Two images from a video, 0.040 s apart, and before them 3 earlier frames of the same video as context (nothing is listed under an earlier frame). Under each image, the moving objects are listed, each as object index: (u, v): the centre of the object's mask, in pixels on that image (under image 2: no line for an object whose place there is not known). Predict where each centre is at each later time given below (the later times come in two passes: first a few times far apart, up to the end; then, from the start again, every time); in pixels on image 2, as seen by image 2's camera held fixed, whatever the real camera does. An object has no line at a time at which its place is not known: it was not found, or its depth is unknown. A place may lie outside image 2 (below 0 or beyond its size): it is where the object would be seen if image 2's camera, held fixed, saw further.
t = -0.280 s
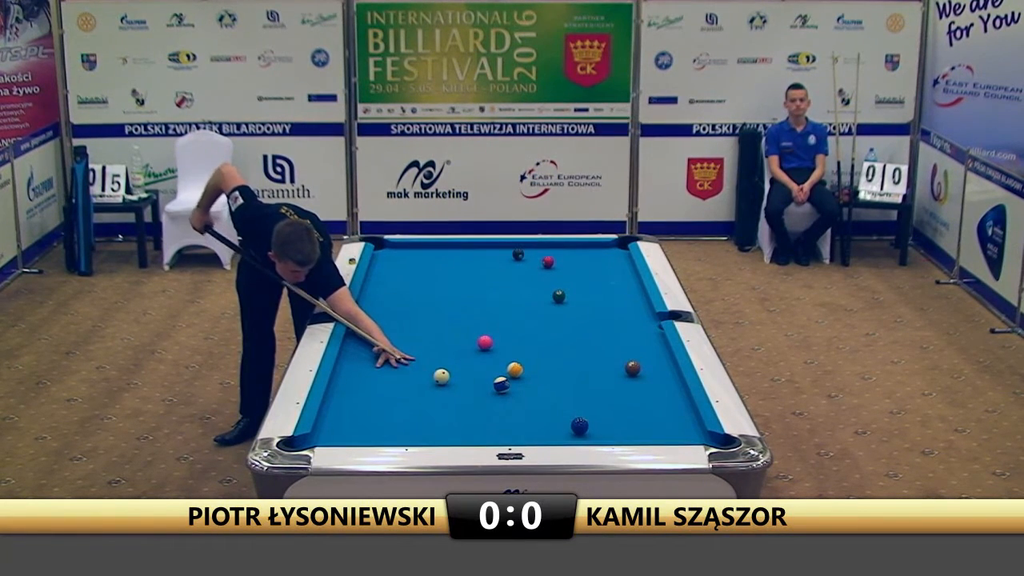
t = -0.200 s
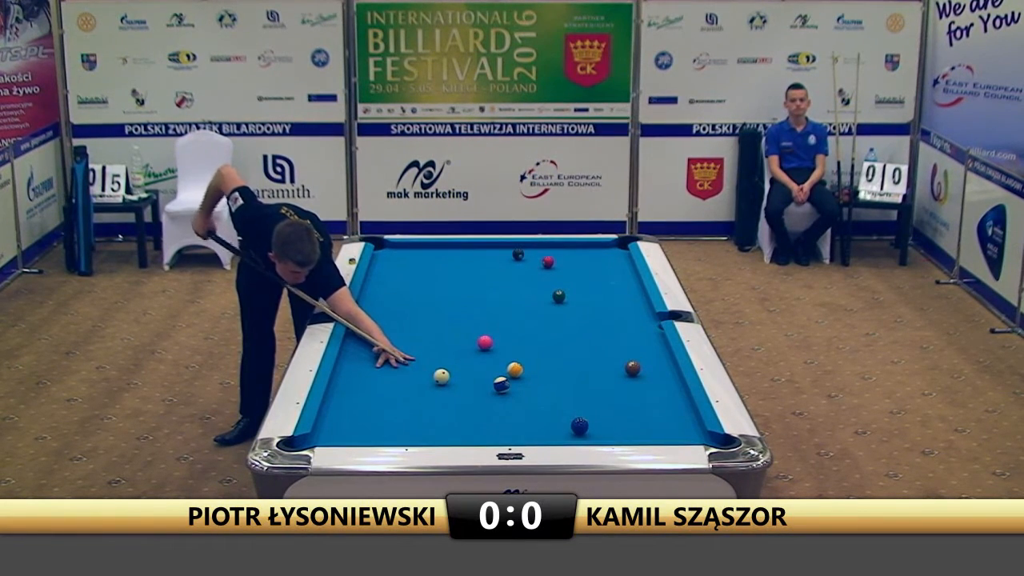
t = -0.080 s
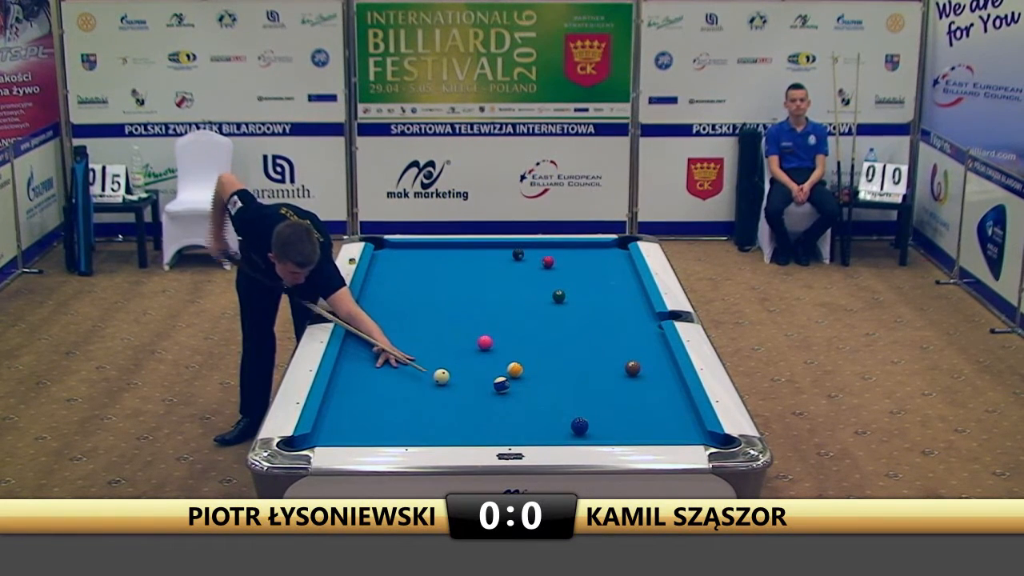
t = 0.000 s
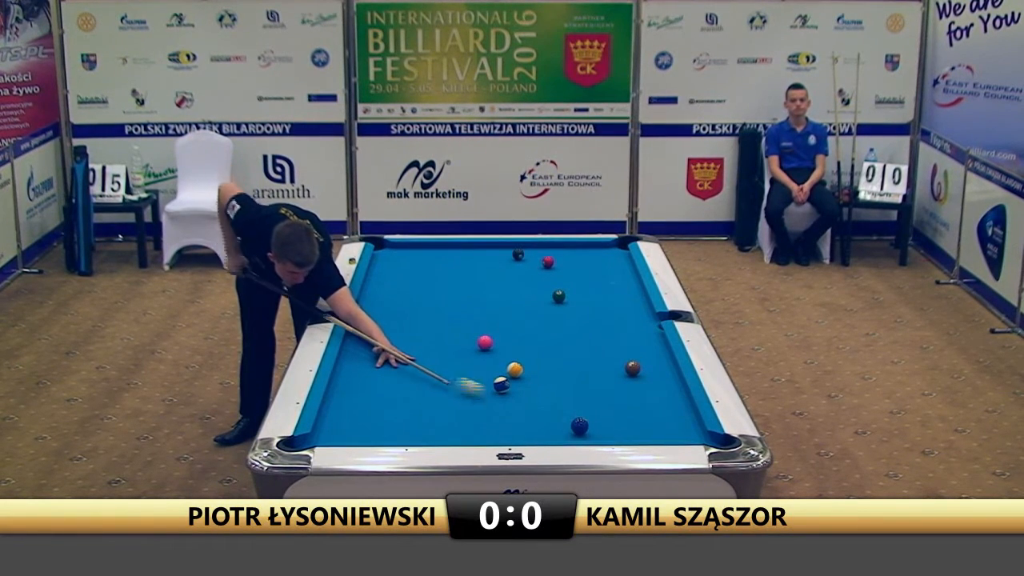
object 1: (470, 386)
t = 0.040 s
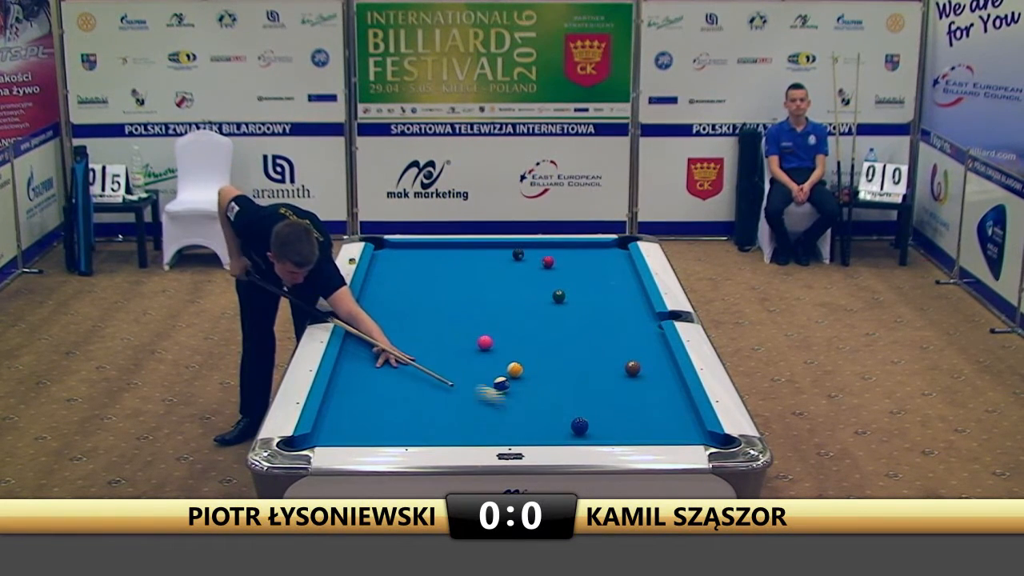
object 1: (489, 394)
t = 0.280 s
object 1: (557, 433)
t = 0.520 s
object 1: (526, 430)
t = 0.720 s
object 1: (500, 419)
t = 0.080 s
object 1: (511, 403)
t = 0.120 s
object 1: (530, 410)
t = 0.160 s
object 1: (549, 418)
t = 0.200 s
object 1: (561, 425)
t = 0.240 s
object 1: (559, 431)
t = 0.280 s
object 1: (557, 433)
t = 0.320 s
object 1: (554, 436)
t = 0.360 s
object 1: (548, 435)
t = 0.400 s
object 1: (543, 433)
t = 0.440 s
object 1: (537, 432)
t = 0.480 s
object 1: (531, 431)
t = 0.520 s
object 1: (526, 430)
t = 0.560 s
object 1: (521, 426)
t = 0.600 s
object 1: (515, 425)
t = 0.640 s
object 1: (510, 423)
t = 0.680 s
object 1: (505, 421)
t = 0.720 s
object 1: (500, 419)
